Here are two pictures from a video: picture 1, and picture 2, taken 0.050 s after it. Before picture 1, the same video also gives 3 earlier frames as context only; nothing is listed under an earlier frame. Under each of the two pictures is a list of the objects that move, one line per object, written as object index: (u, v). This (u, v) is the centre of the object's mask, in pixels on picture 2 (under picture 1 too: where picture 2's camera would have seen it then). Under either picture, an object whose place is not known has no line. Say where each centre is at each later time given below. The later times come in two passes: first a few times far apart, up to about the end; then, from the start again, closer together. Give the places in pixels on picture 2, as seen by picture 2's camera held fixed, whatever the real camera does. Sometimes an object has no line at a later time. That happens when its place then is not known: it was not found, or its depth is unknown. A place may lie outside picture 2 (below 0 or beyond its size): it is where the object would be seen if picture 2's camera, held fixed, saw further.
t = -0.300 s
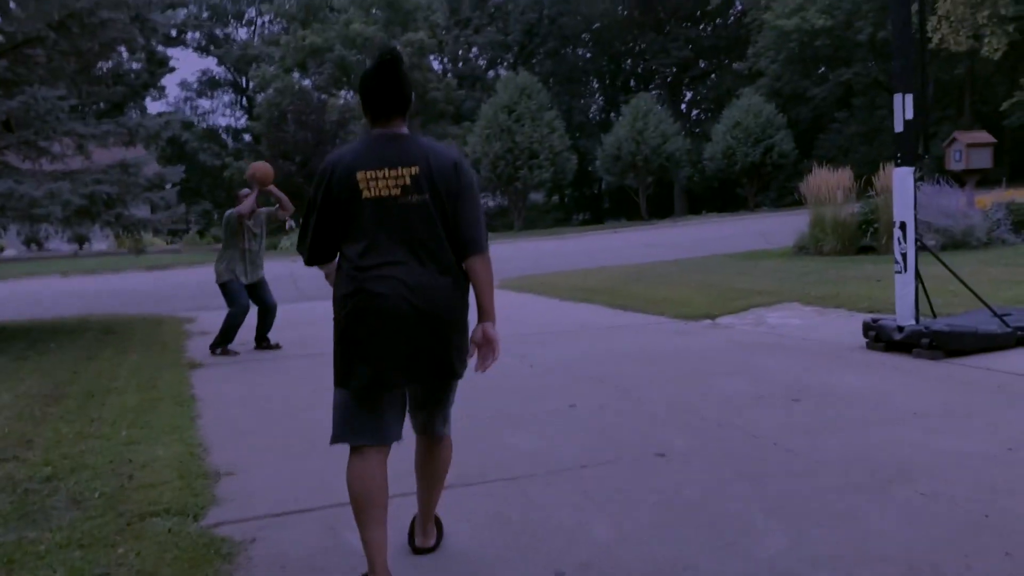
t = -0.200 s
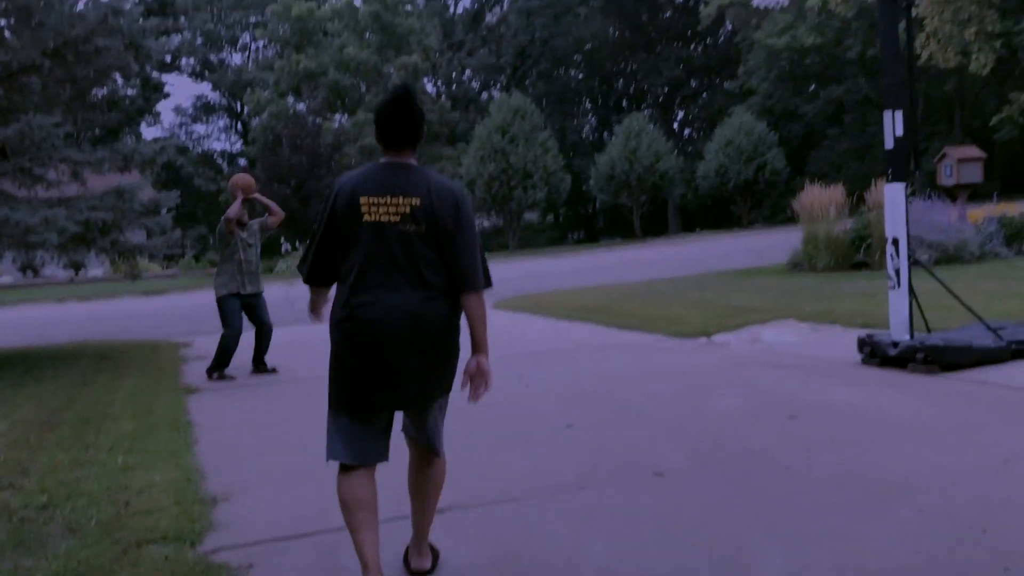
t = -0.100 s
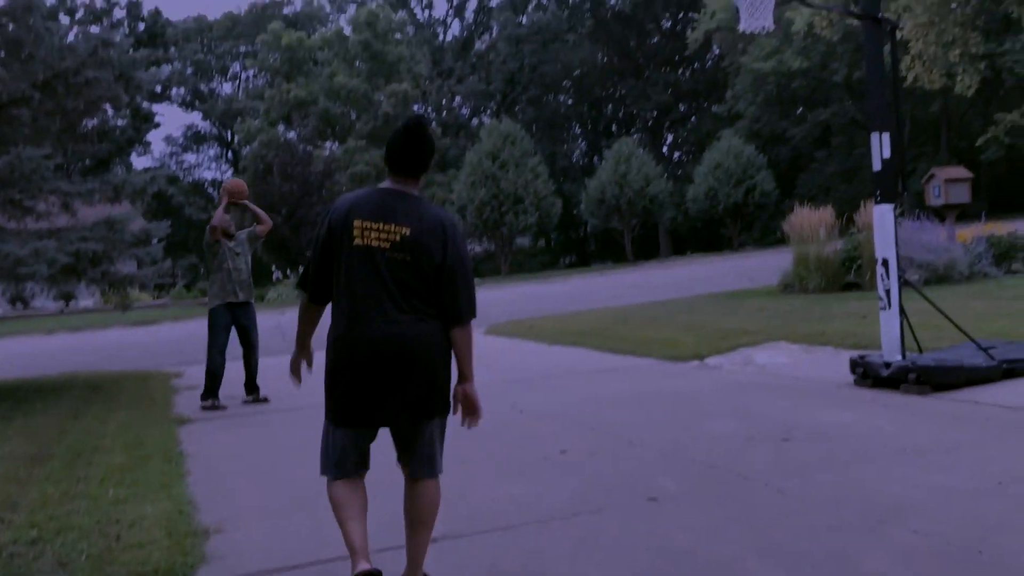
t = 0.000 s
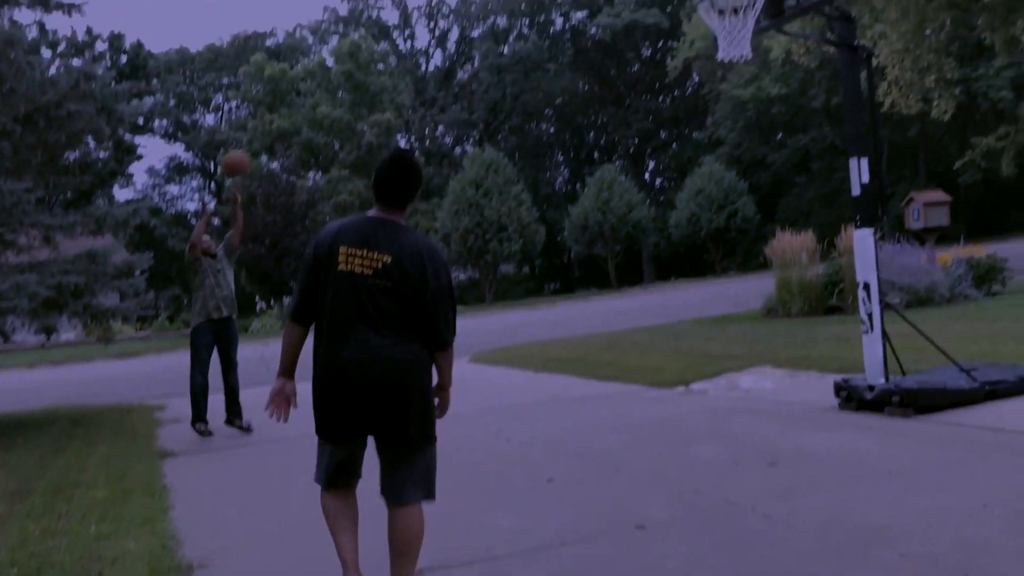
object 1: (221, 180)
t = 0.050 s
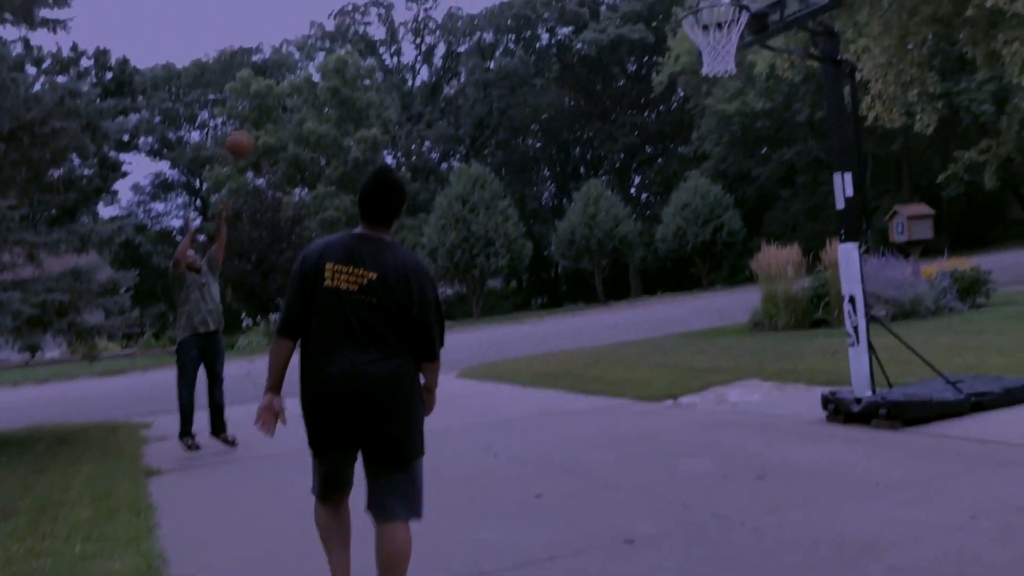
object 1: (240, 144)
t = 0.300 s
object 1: (333, 4)
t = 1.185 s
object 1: (709, 14)
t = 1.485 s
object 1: (653, 106)
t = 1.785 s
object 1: (611, 289)
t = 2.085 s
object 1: (572, 332)
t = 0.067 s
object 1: (245, 133)
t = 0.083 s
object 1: (251, 122)
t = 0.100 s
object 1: (257, 112)
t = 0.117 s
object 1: (263, 101)
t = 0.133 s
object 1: (268, 90)
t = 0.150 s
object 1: (275, 81)
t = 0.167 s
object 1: (281, 71)
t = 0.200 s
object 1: (293, 53)
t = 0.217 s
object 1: (300, 45)
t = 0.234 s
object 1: (308, 36)
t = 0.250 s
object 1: (314, 27)
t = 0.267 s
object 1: (321, 19)
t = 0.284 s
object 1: (327, 11)
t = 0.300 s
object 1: (333, 4)
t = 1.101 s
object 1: (709, 8)
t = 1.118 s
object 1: (713, 14)
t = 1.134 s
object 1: (713, 15)
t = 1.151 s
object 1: (711, 15)
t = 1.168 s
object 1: (711, 15)
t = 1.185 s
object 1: (709, 14)
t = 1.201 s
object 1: (703, 14)
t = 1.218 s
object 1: (702, 16)
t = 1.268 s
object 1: (684, 41)
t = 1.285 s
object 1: (682, 42)
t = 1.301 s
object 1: (681, 44)
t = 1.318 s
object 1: (679, 46)
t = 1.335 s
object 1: (679, 50)
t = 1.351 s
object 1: (676, 54)
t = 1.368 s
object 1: (674, 58)
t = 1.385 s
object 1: (669, 65)
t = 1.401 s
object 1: (666, 71)
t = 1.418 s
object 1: (664, 77)
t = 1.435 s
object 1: (661, 84)
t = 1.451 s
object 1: (658, 91)
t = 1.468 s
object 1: (656, 97)
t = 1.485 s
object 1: (653, 106)
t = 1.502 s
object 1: (651, 113)
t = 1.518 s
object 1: (648, 122)
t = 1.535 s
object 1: (645, 129)
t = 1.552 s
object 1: (643, 138)
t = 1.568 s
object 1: (640, 147)
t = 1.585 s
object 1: (638, 156)
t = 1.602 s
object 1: (635, 166)
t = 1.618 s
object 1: (633, 176)
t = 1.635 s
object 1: (631, 186)
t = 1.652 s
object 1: (628, 196)
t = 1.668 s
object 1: (626, 207)
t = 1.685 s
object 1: (624, 217)
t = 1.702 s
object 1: (622, 229)
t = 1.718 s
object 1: (620, 241)
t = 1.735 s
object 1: (617, 252)
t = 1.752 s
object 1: (615, 263)
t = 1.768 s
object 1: (615, 276)
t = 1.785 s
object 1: (611, 289)
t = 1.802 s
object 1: (611, 299)
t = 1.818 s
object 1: (610, 314)
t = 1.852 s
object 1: (608, 342)
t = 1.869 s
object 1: (605, 357)
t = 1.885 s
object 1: (604, 372)
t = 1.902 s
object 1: (602, 386)
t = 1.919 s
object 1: (600, 401)
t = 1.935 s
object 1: (598, 415)
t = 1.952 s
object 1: (597, 417)
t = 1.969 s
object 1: (593, 407)
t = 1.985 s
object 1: (591, 395)
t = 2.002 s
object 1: (589, 383)
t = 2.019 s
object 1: (585, 372)
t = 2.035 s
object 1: (582, 361)
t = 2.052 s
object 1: (578, 351)
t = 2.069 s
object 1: (575, 341)
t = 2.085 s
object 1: (572, 332)
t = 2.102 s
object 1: (569, 323)
